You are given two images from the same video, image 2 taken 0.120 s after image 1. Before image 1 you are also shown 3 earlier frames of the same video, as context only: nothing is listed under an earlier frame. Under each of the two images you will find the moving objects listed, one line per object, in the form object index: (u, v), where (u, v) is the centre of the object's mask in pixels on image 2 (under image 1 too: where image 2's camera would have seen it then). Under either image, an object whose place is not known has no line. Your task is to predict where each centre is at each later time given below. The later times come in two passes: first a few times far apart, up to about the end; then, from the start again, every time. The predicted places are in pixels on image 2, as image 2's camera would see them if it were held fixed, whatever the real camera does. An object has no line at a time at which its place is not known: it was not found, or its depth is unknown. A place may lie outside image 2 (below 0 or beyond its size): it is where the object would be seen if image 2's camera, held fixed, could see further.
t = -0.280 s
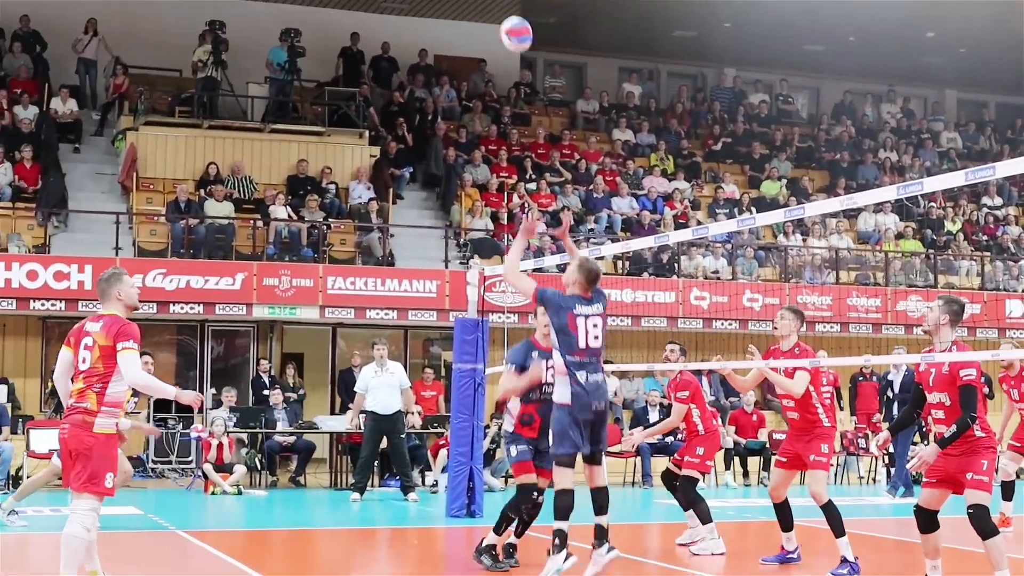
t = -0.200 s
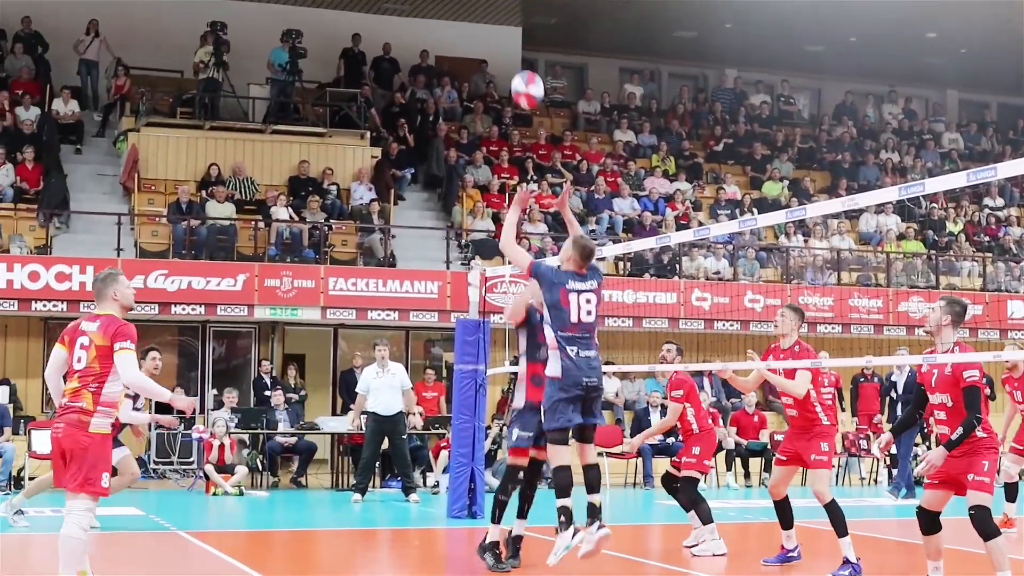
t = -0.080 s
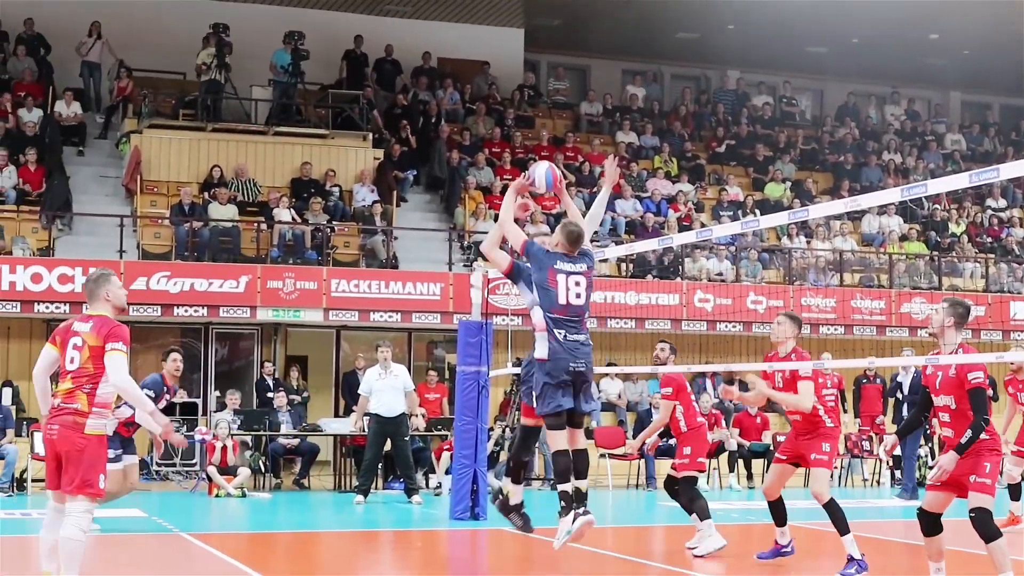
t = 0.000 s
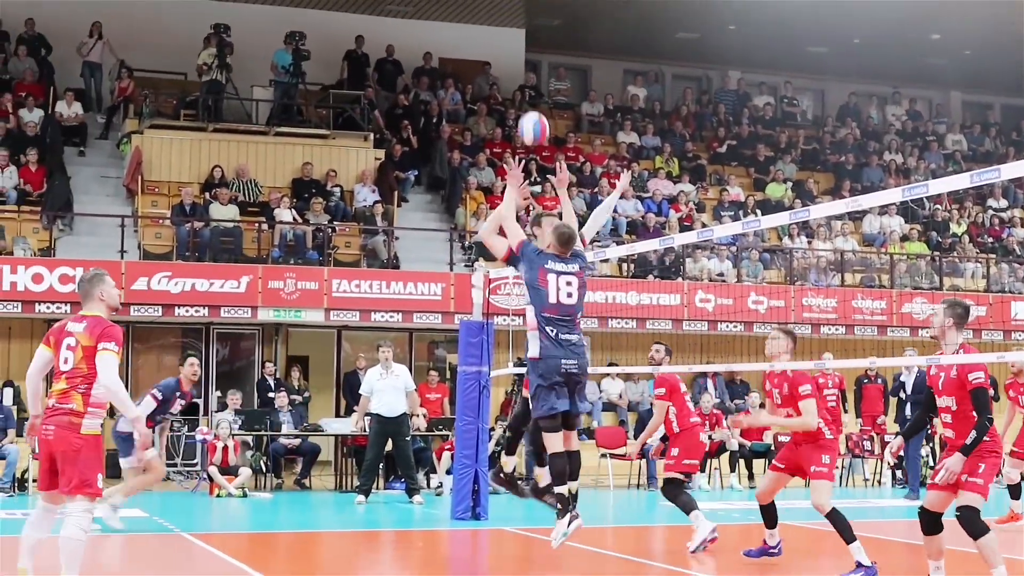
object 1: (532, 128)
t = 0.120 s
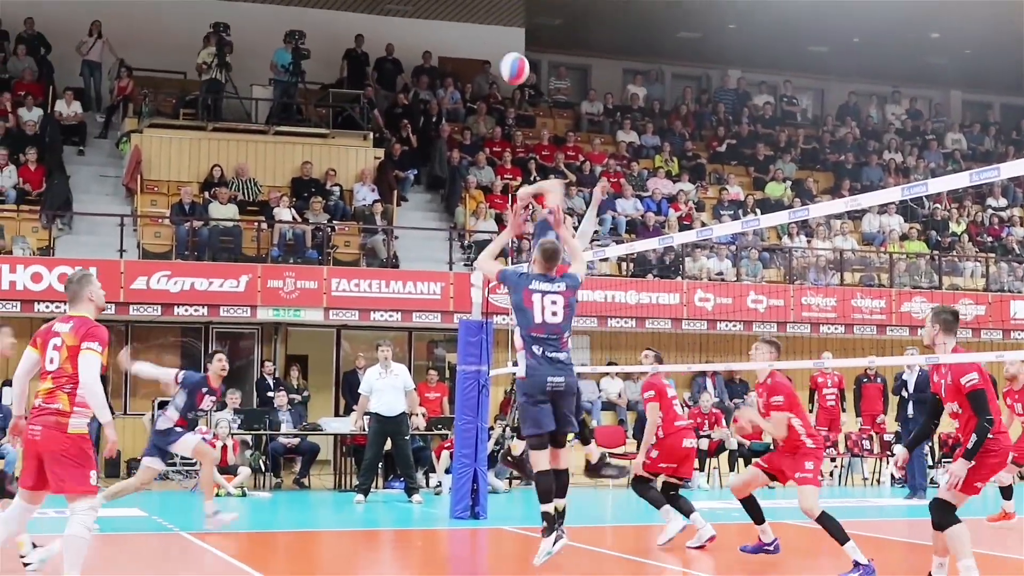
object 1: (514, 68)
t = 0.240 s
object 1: (498, 34)
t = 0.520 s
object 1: (470, 34)
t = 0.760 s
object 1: (450, 102)
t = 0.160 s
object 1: (508, 55)
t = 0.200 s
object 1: (503, 43)
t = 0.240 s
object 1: (498, 34)
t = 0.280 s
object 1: (494, 28)
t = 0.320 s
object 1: (489, 24)
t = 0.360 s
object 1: (485, 23)
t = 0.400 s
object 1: (481, 23)
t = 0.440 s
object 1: (478, 25)
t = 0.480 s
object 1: (474, 28)
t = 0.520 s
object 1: (470, 34)
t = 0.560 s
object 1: (467, 42)
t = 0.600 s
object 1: (464, 51)
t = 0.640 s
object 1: (460, 62)
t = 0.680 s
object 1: (456, 74)
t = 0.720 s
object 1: (453, 88)
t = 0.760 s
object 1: (450, 102)
